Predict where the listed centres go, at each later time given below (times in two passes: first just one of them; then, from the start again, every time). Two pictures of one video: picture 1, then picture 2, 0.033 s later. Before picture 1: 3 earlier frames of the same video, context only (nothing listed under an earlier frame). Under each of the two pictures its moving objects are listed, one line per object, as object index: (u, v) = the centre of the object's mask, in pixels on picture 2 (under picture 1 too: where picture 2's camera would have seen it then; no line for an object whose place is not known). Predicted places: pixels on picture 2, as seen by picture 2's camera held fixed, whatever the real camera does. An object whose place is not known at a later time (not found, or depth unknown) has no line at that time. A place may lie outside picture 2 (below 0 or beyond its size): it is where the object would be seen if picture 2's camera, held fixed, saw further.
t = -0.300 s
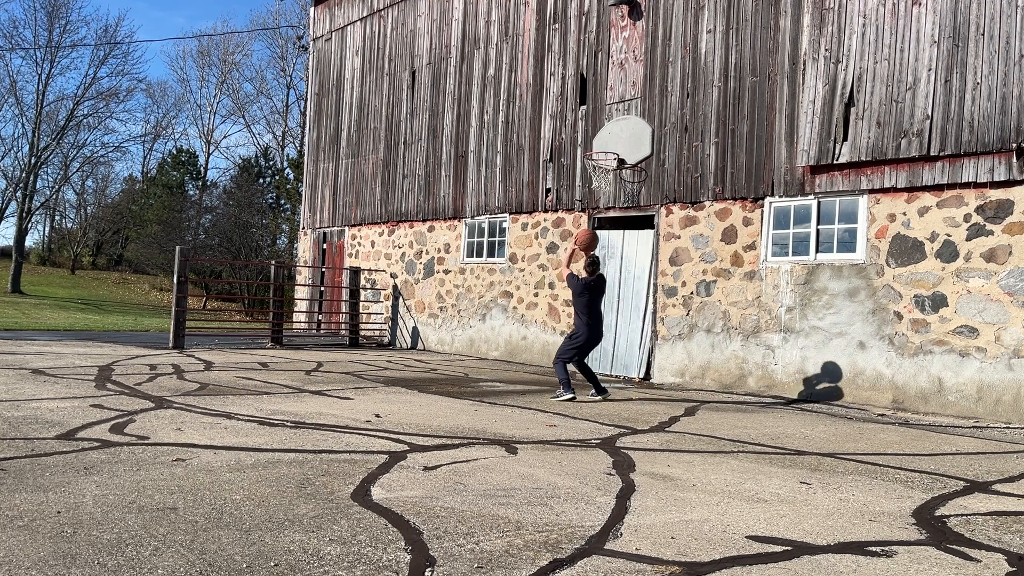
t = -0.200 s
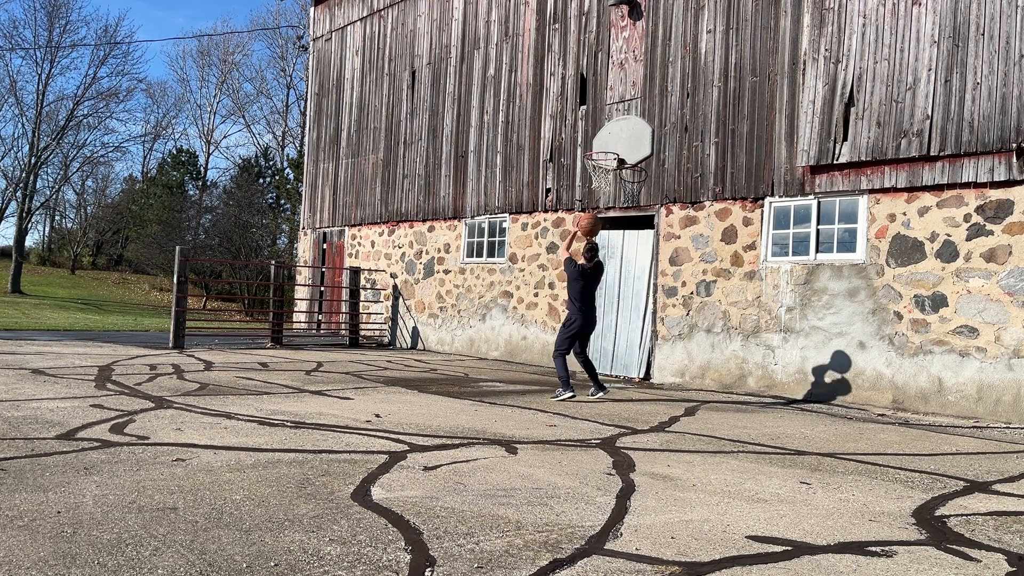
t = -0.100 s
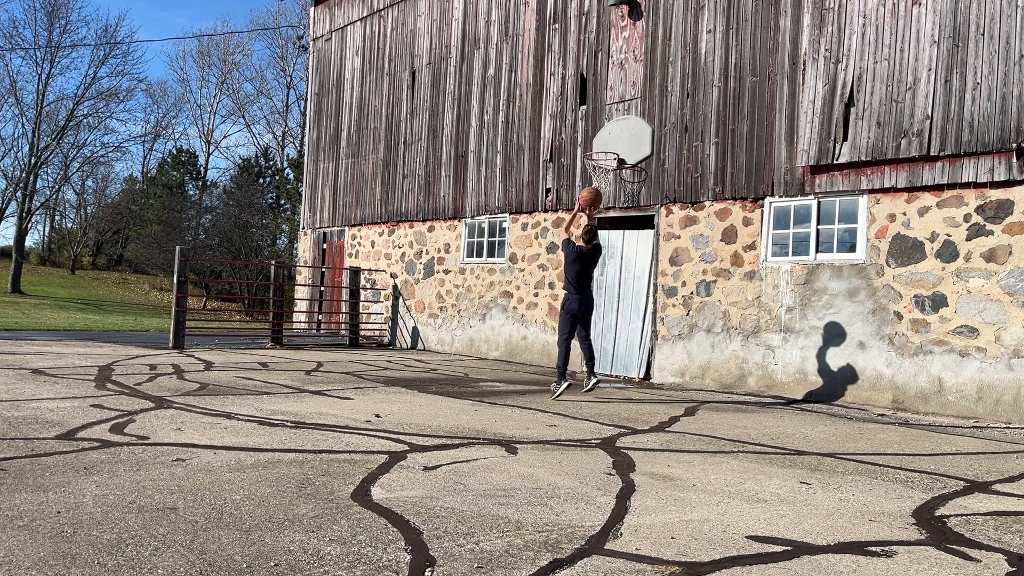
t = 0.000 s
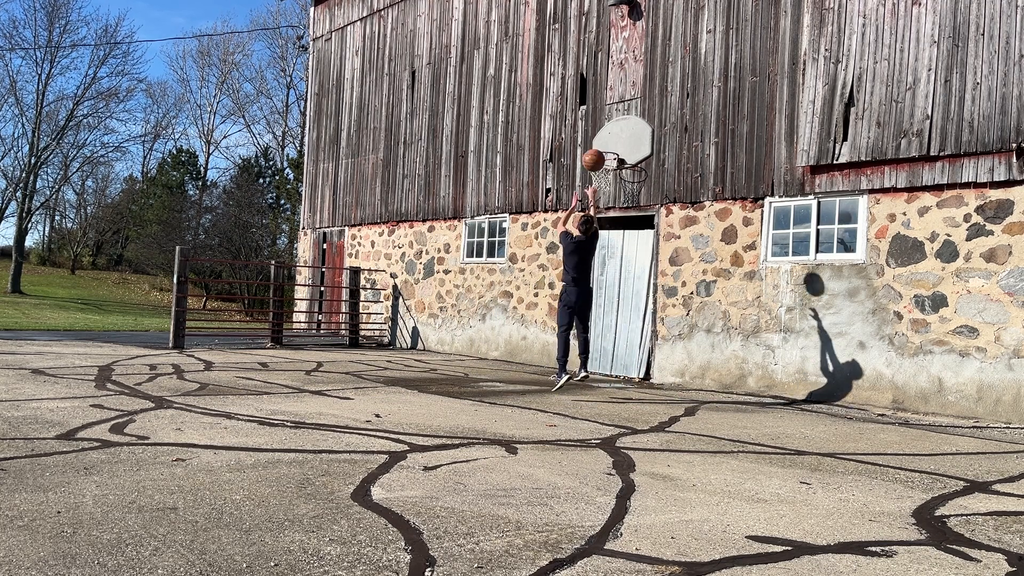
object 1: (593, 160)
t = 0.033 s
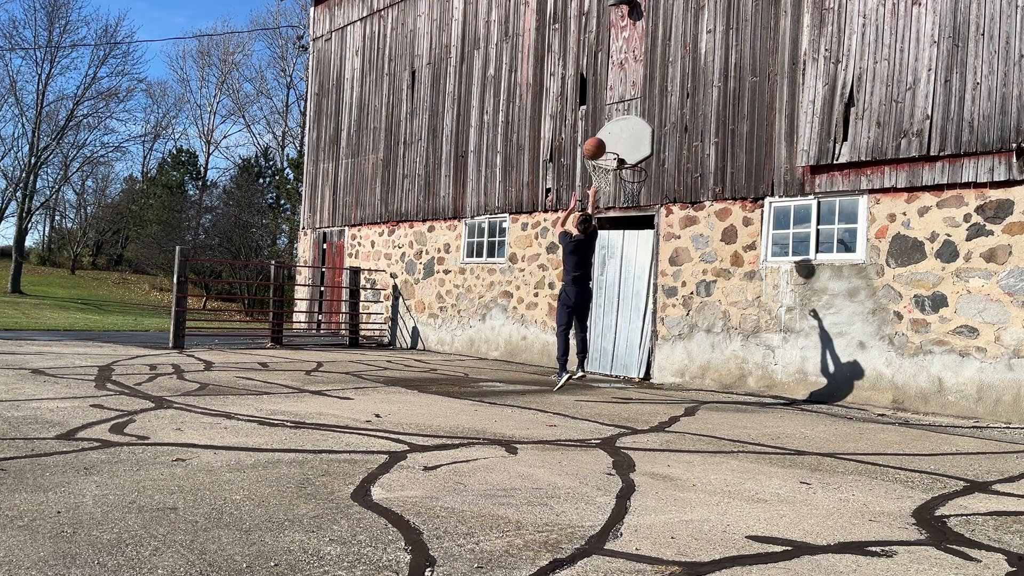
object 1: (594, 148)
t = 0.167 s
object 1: (598, 113)
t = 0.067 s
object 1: (595, 137)
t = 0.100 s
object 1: (596, 128)
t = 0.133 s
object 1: (597, 119)
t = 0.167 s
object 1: (598, 113)
